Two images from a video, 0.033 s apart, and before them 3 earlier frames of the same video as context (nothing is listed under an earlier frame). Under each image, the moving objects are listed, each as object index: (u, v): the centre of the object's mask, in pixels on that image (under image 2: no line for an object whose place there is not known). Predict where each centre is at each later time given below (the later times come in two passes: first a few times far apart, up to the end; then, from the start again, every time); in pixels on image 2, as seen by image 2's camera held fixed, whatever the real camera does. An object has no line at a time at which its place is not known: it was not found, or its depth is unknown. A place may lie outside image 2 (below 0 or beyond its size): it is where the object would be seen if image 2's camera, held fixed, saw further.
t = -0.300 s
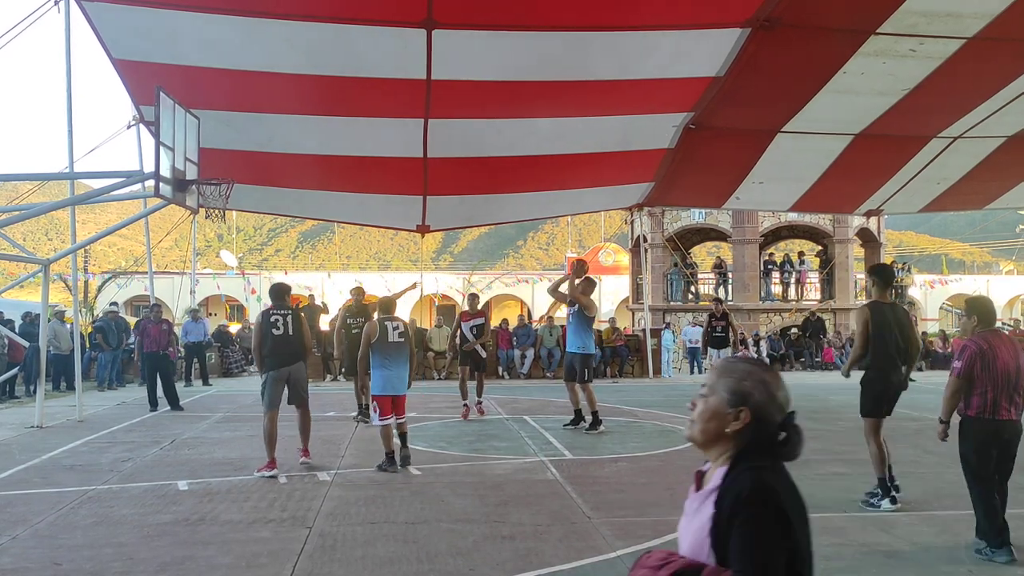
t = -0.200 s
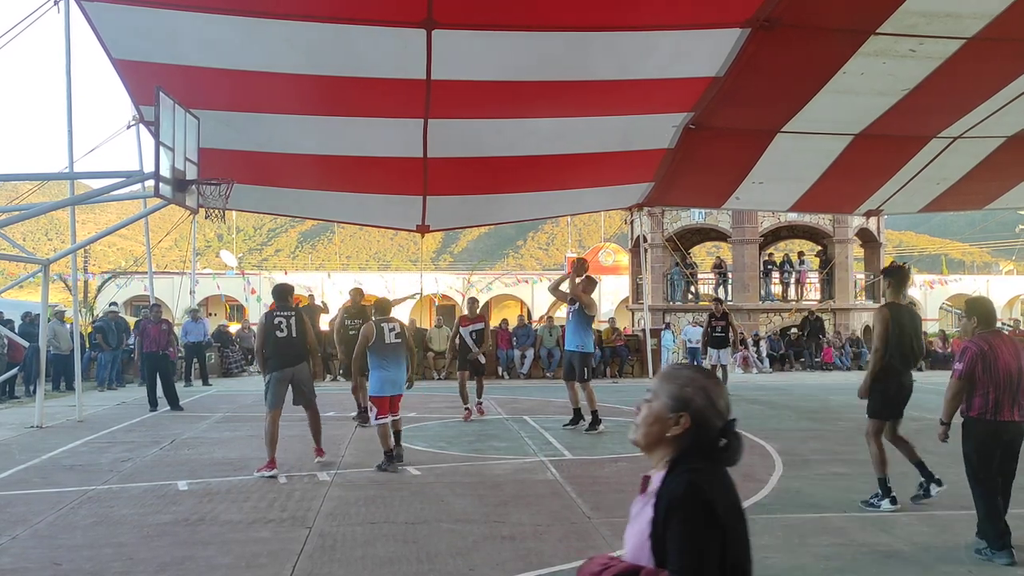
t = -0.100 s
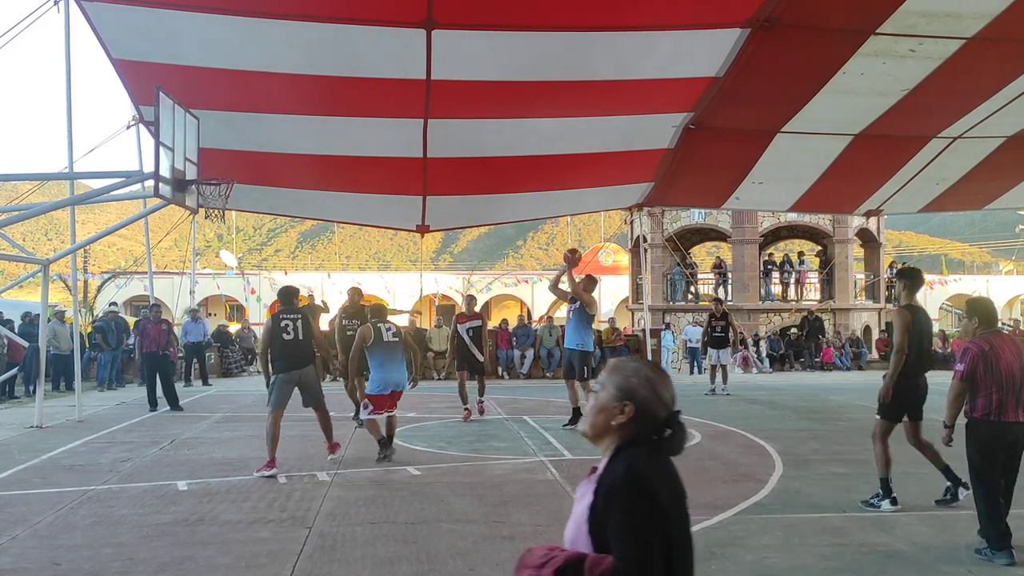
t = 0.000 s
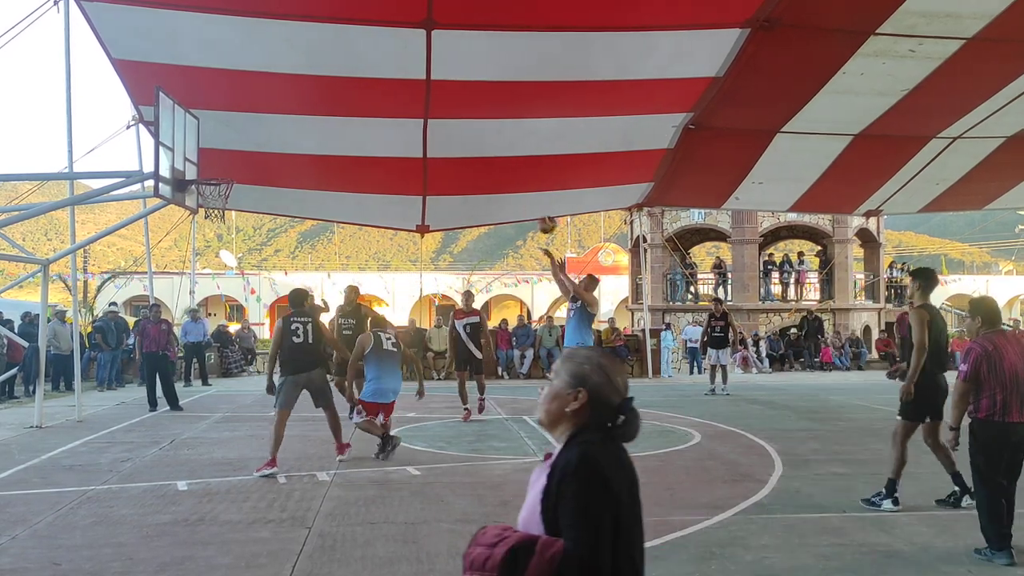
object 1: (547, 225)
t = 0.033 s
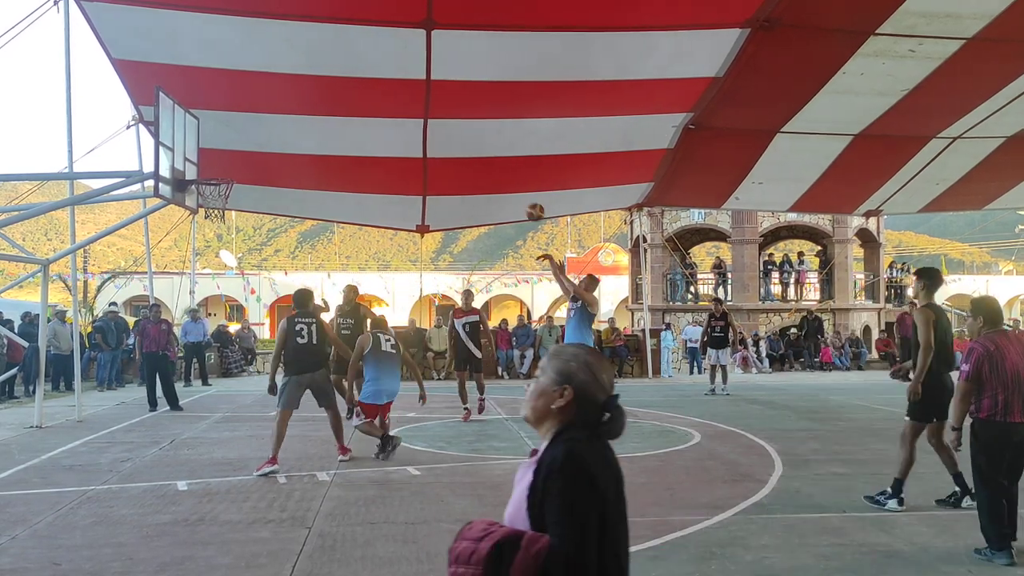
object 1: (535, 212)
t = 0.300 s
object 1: (439, 140)
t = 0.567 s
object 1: (342, 122)
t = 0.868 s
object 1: (228, 170)
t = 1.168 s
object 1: (211, 228)
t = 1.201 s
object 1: (212, 236)
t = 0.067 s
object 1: (523, 201)
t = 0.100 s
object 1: (511, 189)
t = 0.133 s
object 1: (498, 179)
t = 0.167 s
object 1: (486, 170)
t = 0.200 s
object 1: (475, 161)
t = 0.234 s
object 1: (463, 153)
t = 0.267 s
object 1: (451, 146)
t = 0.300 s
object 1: (439, 140)
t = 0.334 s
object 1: (426, 135)
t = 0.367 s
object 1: (414, 130)
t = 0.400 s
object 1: (403, 127)
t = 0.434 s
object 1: (390, 124)
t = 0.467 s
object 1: (378, 122)
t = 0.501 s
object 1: (366, 121)
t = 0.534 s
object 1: (354, 121)
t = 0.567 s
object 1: (342, 122)
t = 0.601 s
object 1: (329, 124)
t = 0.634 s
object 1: (317, 126)
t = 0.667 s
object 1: (304, 129)
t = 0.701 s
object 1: (292, 134)
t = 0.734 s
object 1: (279, 139)
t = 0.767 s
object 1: (267, 145)
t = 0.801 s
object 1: (255, 152)
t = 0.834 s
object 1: (241, 160)
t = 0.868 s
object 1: (228, 170)
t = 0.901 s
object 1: (216, 179)
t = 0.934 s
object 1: (204, 189)
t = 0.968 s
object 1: (200, 197)
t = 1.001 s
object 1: (202, 201)
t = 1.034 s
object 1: (203, 204)
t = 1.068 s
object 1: (205, 208)
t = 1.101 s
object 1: (207, 213)
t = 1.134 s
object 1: (209, 220)
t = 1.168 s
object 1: (211, 228)
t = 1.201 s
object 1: (212, 236)
